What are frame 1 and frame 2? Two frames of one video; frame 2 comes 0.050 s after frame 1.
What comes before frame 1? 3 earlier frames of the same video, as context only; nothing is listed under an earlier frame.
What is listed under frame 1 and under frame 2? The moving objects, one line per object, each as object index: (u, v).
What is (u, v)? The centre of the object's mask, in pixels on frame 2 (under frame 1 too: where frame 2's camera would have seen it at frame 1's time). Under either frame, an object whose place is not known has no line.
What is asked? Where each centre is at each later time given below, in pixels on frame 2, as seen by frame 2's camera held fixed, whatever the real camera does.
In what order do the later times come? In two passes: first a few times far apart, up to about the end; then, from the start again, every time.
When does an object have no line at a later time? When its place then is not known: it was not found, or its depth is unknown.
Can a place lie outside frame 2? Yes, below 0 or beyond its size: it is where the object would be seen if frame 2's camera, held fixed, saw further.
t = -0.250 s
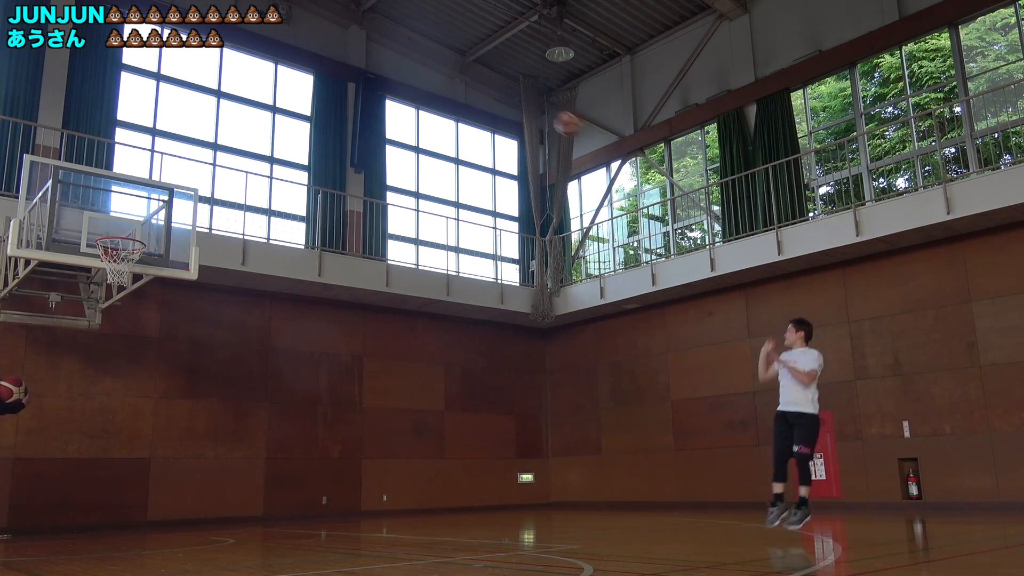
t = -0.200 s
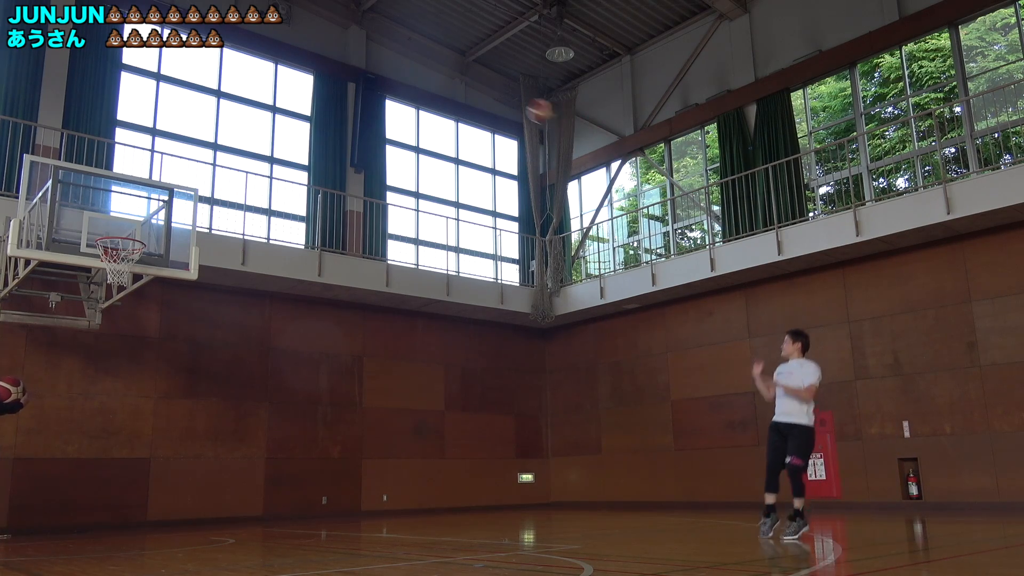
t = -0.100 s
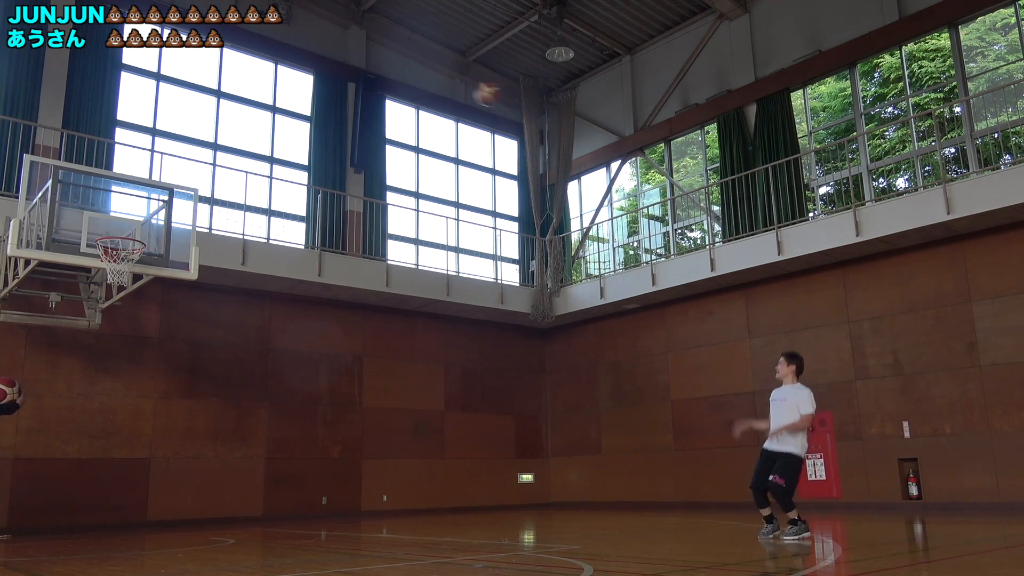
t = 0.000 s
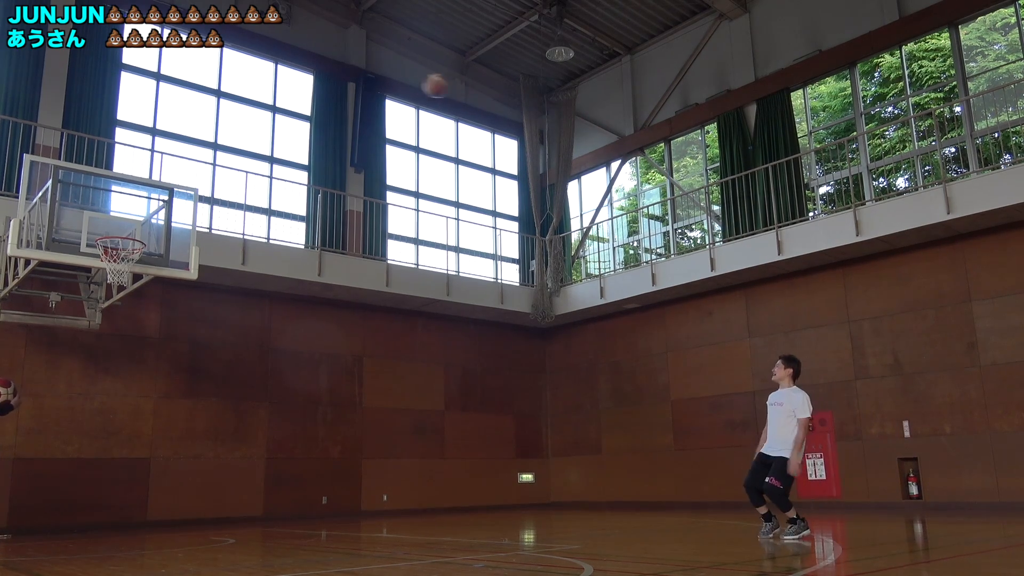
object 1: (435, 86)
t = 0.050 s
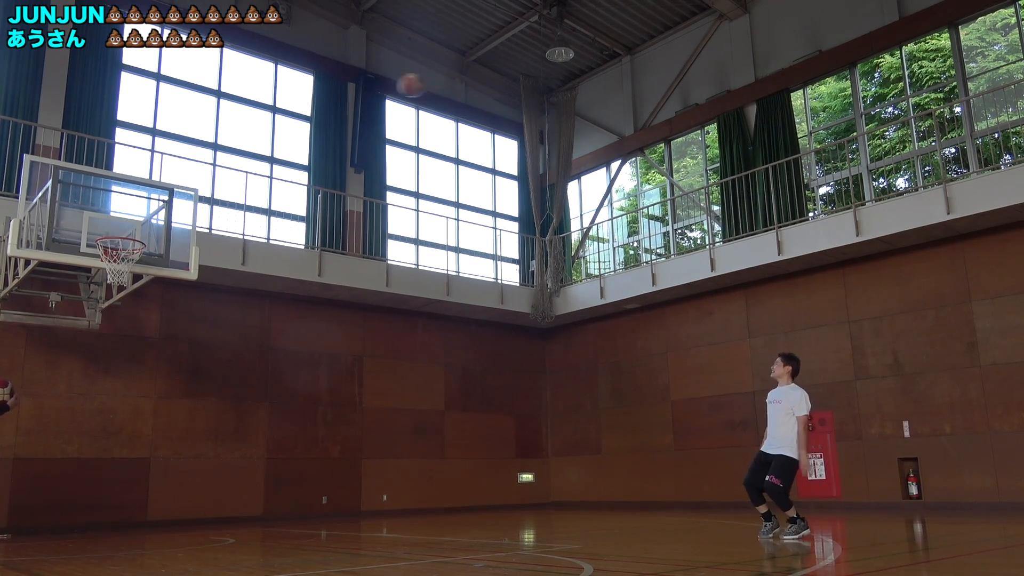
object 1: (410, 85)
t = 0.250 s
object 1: (315, 103)
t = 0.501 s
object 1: (193, 173)
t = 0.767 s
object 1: (118, 196)
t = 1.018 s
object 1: (90, 174)
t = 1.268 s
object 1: (66, 191)
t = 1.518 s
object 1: (46, 248)
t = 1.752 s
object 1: (20, 363)
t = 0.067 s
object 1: (402, 85)
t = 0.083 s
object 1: (394, 86)
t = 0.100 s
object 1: (384, 86)
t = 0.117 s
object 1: (377, 87)
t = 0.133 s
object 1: (370, 88)
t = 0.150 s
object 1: (361, 89)
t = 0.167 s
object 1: (353, 91)
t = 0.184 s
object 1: (345, 93)
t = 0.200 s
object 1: (337, 95)
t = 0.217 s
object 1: (329, 98)
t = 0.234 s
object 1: (323, 100)
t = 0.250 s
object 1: (315, 103)
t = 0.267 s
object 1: (306, 107)
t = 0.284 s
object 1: (297, 109)
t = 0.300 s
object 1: (289, 113)
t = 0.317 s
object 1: (281, 116)
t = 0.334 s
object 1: (273, 120)
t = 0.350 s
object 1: (265, 125)
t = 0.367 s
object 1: (257, 129)
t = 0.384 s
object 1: (249, 134)
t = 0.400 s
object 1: (241, 139)
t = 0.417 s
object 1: (232, 145)
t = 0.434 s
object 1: (225, 149)
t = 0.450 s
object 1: (218, 154)
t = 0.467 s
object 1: (209, 161)
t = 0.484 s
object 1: (201, 167)
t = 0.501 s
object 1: (193, 173)
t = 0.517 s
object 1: (185, 180)
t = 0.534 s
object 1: (177, 188)
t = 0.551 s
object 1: (170, 194)
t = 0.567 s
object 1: (161, 199)
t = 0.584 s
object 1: (153, 209)
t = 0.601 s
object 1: (145, 217)
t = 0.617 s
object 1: (138, 226)
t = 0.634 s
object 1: (131, 230)
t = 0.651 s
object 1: (129, 227)
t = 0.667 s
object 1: (128, 221)
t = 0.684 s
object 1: (126, 216)
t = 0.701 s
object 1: (124, 211)
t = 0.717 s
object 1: (123, 207)
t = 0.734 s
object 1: (121, 203)
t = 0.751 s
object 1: (120, 199)
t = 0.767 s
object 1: (118, 196)
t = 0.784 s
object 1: (116, 192)
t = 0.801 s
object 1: (115, 190)
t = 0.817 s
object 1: (113, 187)
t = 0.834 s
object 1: (111, 184)
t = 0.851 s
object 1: (109, 182)
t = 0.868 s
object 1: (107, 180)
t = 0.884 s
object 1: (105, 179)
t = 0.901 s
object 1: (104, 178)
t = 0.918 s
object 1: (102, 176)
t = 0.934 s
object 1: (100, 175)
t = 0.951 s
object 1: (98, 175)
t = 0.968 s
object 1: (96, 174)
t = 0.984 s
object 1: (95, 174)
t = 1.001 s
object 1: (92, 174)
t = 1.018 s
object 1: (90, 174)
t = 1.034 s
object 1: (88, 175)
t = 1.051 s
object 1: (86, 175)
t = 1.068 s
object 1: (84, 176)
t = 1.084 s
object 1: (82, 177)
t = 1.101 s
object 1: (80, 178)
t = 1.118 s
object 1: (77, 180)
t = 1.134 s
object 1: (75, 182)
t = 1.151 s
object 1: (73, 184)
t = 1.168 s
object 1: (72, 185)
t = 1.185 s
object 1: (71, 185)
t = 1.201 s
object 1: (70, 186)
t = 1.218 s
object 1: (69, 187)
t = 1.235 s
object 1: (68, 188)
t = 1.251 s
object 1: (67, 189)
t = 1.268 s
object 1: (66, 191)
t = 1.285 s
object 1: (65, 193)
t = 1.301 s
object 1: (64, 195)
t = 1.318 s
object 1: (63, 197)
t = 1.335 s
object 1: (62, 200)
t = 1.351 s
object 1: (60, 203)
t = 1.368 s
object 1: (59, 207)
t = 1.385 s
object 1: (58, 210)
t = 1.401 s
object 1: (56, 213)
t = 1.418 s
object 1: (55, 217)
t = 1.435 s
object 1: (54, 223)
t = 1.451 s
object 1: (52, 227)
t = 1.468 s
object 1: (51, 232)
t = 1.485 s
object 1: (49, 237)
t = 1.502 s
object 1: (47, 242)
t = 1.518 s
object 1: (46, 248)
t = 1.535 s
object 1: (45, 254)
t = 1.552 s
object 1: (43, 260)
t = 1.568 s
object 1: (41, 268)
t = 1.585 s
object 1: (39, 274)
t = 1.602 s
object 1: (38, 282)
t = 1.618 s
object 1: (36, 289)
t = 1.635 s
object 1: (34, 297)
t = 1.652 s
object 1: (32, 305)
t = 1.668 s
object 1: (30, 314)
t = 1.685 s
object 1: (28, 323)
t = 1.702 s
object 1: (26, 334)
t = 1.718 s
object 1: (23, 343)
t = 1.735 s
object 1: (22, 353)
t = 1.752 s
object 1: (20, 363)
